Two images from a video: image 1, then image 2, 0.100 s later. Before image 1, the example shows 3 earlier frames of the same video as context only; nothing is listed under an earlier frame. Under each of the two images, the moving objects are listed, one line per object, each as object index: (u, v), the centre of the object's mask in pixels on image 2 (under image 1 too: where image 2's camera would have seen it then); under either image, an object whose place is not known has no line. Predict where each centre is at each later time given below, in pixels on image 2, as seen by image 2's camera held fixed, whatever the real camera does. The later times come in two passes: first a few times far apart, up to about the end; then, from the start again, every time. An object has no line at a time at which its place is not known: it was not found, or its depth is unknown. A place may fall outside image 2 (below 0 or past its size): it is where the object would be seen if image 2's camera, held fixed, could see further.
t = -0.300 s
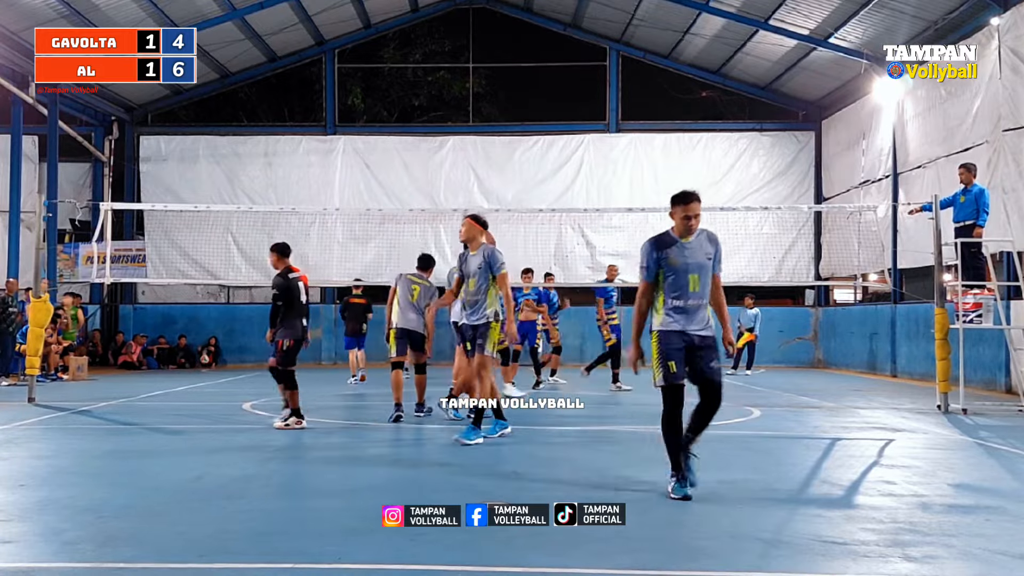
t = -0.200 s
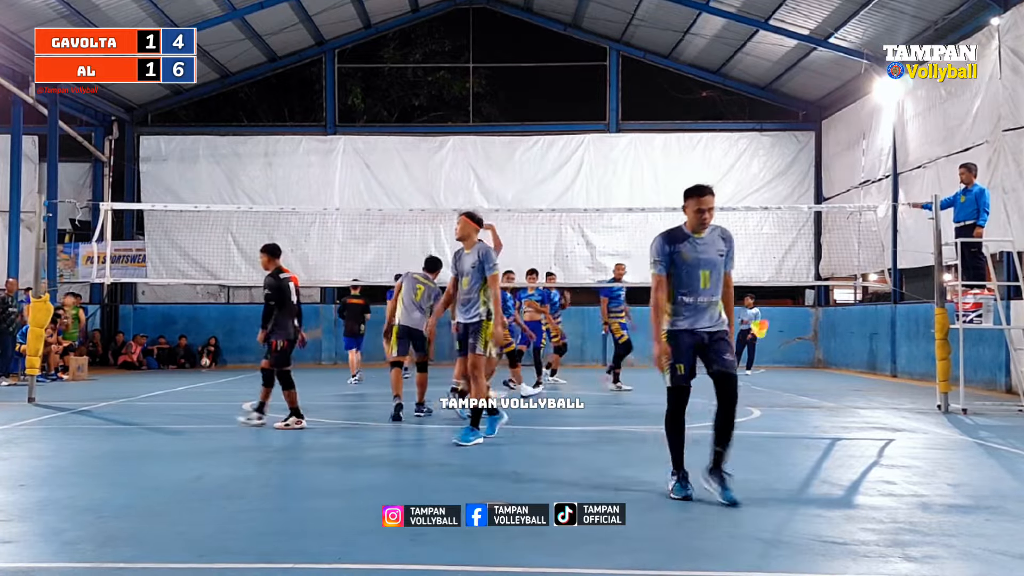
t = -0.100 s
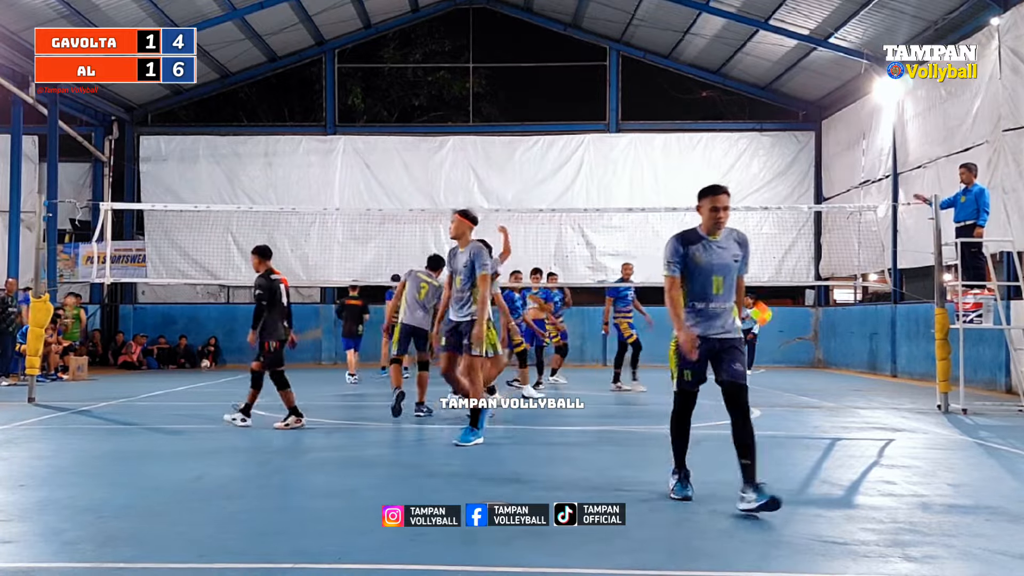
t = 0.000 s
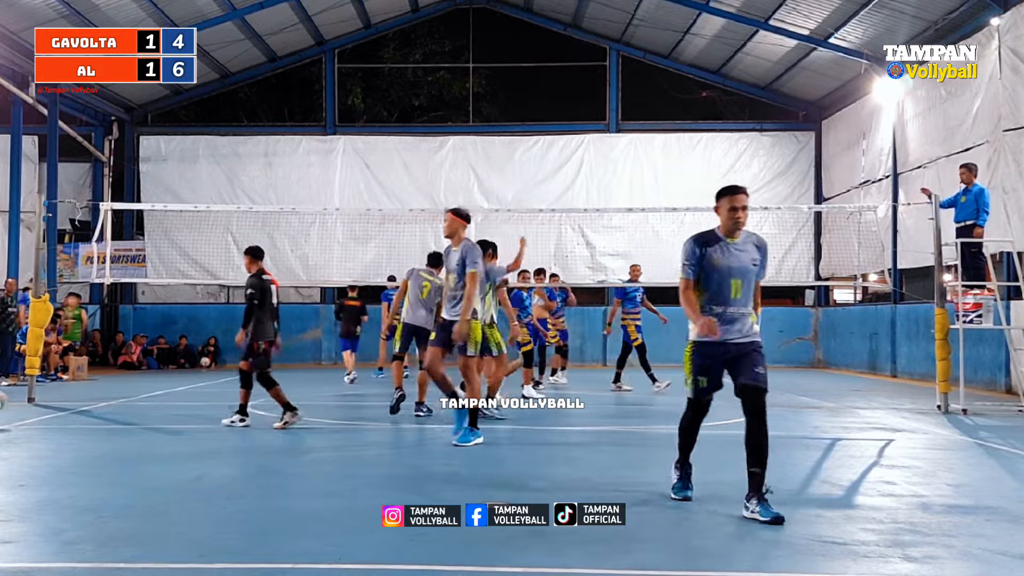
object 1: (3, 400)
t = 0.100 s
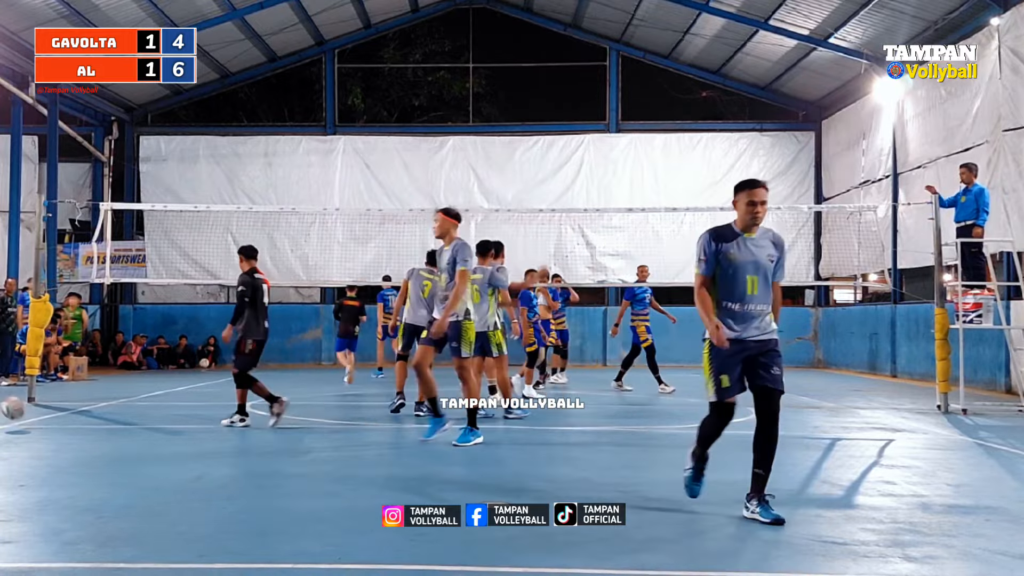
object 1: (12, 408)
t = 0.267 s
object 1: (46, 410)
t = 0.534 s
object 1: (103, 424)
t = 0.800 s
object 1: (162, 436)
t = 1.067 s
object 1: (229, 439)
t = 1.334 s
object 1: (305, 448)
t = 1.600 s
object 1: (391, 466)
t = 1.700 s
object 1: (424, 465)
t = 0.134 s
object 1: (19, 414)
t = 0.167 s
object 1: (26, 419)
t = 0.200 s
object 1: (33, 416)
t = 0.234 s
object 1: (38, 413)
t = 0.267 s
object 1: (46, 410)
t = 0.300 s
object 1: (54, 409)
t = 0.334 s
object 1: (58, 409)
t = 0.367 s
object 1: (66, 410)
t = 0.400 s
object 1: (73, 413)
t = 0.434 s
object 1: (80, 417)
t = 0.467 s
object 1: (88, 422)
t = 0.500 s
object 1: (93, 429)
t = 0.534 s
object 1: (103, 424)
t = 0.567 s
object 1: (108, 421)
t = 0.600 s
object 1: (116, 419)
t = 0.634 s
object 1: (124, 418)
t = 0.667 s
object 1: (131, 418)
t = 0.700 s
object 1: (138, 420)
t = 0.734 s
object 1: (147, 424)
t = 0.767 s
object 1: (154, 428)
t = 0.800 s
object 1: (162, 436)
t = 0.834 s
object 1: (171, 435)
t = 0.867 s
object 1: (178, 432)
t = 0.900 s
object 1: (185, 430)
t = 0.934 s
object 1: (196, 429)
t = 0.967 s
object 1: (203, 430)
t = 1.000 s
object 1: (212, 432)
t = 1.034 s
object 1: (222, 434)
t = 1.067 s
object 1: (229, 439)
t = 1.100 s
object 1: (237, 447)
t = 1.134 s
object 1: (248, 444)
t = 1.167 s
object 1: (255, 441)
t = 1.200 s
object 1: (266, 439)
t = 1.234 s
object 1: (276, 438)
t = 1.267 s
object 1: (284, 440)
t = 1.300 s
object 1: (294, 443)
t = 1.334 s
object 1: (305, 448)
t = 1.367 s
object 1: (315, 455)
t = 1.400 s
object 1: (327, 456)
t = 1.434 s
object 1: (337, 453)
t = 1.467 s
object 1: (347, 453)
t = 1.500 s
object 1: (357, 453)
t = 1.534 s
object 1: (369, 456)
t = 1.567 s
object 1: (378, 460)
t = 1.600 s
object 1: (391, 466)
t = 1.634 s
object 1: (402, 466)
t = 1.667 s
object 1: (412, 465)
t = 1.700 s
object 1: (424, 465)
